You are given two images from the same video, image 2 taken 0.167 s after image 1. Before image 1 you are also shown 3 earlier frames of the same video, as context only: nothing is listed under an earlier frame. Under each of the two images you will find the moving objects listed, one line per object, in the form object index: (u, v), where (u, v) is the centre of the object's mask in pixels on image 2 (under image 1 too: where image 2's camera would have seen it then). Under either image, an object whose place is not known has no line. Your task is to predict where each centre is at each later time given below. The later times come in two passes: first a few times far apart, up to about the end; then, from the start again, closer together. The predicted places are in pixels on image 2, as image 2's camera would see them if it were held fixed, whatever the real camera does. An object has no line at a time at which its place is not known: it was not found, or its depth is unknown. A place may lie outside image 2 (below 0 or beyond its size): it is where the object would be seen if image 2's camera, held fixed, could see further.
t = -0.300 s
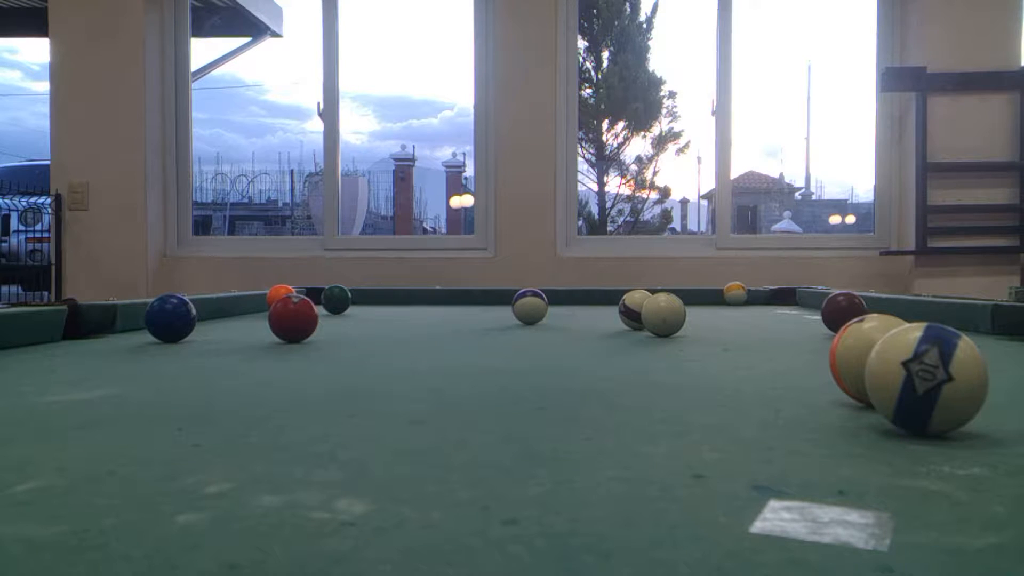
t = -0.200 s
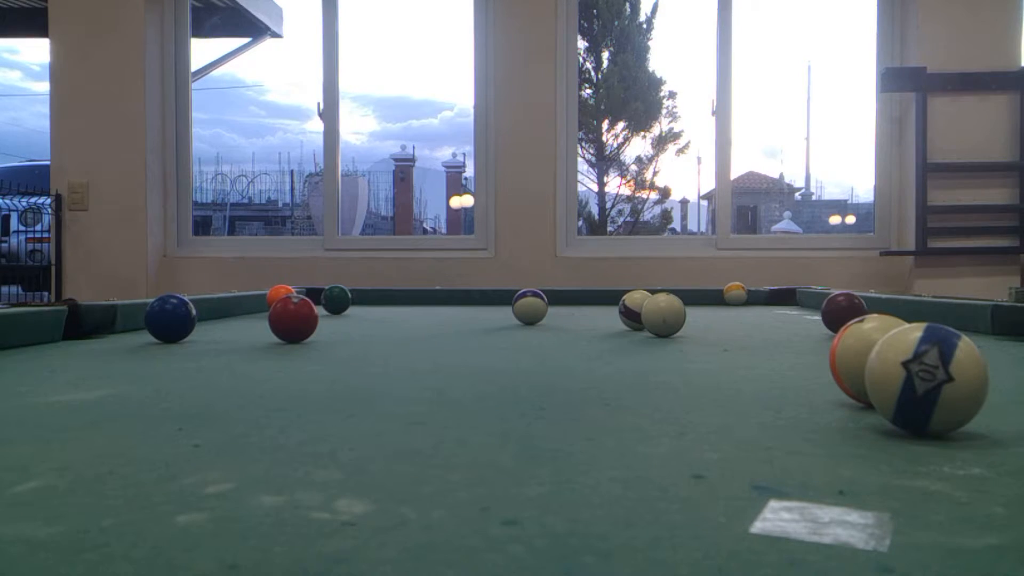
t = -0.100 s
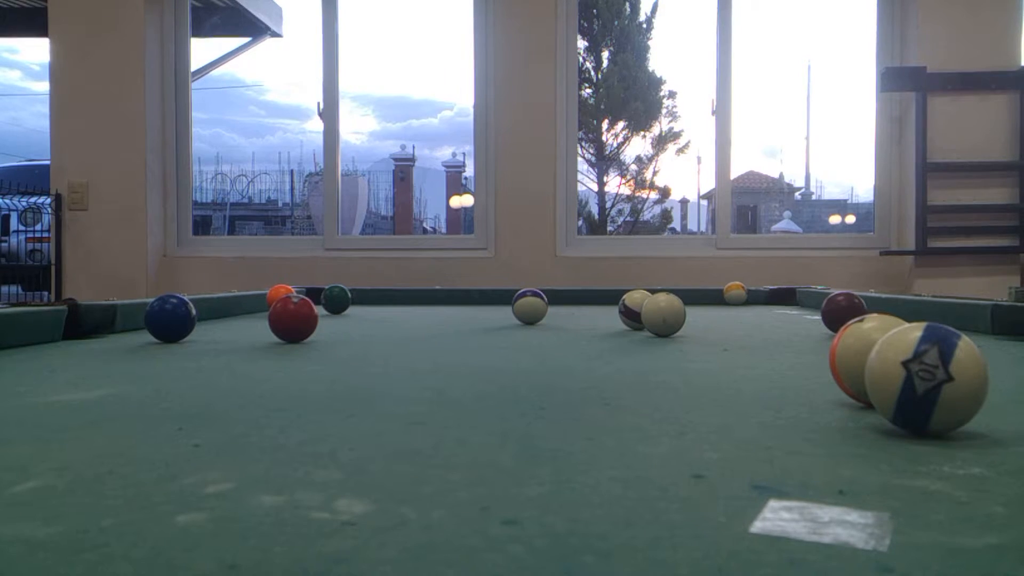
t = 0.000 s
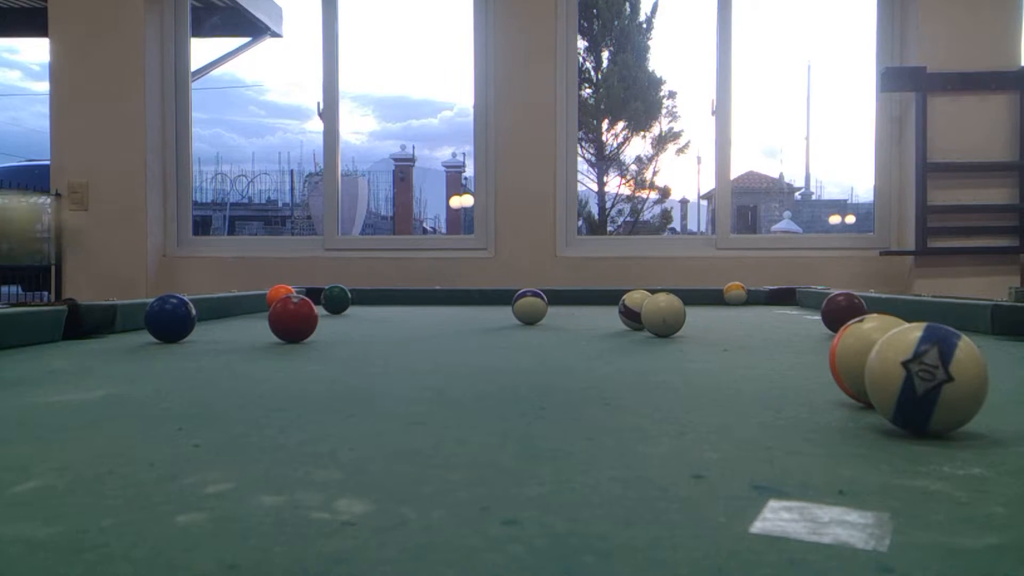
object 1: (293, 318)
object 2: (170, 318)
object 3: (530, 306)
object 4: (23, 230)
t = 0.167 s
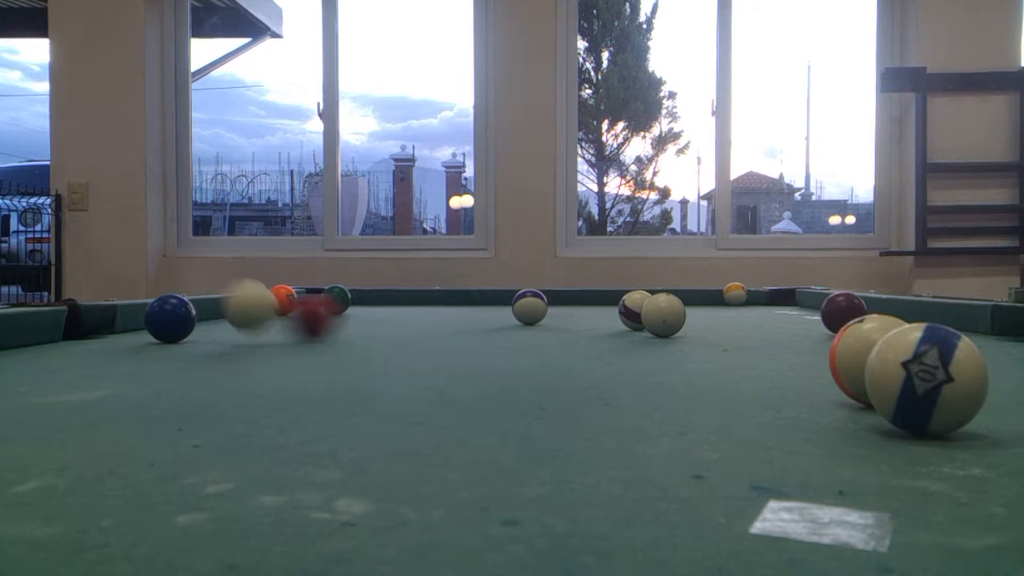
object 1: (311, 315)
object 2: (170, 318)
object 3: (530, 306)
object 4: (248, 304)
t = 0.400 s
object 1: (477, 306)
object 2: (121, 317)
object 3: (530, 306)
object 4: (250, 316)
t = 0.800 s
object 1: (494, 301)
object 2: (153, 314)
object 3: (679, 296)
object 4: (331, 312)
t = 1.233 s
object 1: (497, 296)
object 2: (216, 312)
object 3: (807, 302)
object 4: (397, 309)
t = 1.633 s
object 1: (497, 294)
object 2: (258, 310)
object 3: (811, 300)
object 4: (444, 307)
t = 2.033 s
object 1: (496, 290)
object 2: (287, 309)
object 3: (750, 300)
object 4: (482, 305)
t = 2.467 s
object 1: (484, 297)
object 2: (309, 307)
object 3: (694, 299)
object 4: (515, 304)
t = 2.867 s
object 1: (478, 299)
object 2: (322, 307)
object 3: (654, 290)
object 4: (538, 303)
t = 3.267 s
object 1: (473, 300)
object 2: (326, 307)
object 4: (554, 302)
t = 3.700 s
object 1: (470, 301)
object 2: (325, 307)
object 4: (562, 302)
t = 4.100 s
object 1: (468, 302)
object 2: (325, 307)
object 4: (564, 302)
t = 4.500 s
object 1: (466, 303)
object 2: (325, 307)
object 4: (564, 302)
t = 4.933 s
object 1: (466, 303)
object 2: (325, 307)
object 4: (564, 302)
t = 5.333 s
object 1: (467, 304)
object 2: (325, 307)
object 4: (564, 302)
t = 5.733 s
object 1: (467, 304)
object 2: (325, 307)
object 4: (564, 302)
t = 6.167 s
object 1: (467, 304)
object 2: (325, 307)
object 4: (564, 302)
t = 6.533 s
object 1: (467, 304)
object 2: (325, 307)
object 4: (564, 302)
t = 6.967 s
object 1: (467, 304)
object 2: (325, 307)
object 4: (564, 302)
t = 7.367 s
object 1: (467, 304)
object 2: (325, 307)
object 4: (564, 302)
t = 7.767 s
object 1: (467, 304)
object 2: (325, 307)
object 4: (564, 302)
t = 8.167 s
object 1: (467, 304)
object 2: (325, 307)
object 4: (564, 302)
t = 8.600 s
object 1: (467, 304)
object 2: (325, 307)
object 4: (564, 302)
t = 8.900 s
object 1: (467, 304)
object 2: (325, 307)
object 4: (564, 302)
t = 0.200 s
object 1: (346, 313)
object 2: (170, 318)
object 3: (530, 306)
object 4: (238, 296)
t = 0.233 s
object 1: (373, 311)
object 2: (170, 318)
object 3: (530, 306)
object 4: (227, 297)
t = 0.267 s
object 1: (398, 310)
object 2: (169, 318)
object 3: (530, 306)
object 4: (218, 305)
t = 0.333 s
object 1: (440, 308)
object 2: (143, 317)
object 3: (530, 306)
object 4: (234, 314)
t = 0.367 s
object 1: (459, 307)
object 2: (133, 317)
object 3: (530, 306)
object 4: (242, 316)
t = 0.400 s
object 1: (477, 306)
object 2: (121, 317)
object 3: (530, 306)
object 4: (250, 316)
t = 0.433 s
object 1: (493, 307)
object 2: (108, 317)
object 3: (530, 307)
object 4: (258, 316)
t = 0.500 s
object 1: (490, 306)
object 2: (97, 317)
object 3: (562, 306)
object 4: (273, 315)
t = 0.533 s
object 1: (490, 305)
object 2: (103, 316)
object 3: (575, 305)
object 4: (280, 315)
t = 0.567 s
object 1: (491, 304)
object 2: (109, 316)
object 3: (588, 304)
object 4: (287, 314)
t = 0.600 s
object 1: (491, 304)
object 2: (116, 316)
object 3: (600, 304)
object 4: (294, 314)
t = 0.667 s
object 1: (492, 303)
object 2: (129, 316)
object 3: (614, 301)
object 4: (307, 313)
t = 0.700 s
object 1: (493, 302)
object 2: (135, 315)
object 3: (629, 291)
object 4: (314, 313)
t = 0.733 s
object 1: (493, 302)
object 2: (141, 315)
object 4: (320, 313)
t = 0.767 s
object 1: (493, 301)
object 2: (147, 315)
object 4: (325, 312)
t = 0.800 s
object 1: (494, 301)
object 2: (153, 314)
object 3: (679, 296)
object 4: (331, 312)
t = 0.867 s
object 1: (495, 300)
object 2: (164, 314)
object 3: (697, 303)
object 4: (343, 311)
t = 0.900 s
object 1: (495, 299)
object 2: (170, 314)
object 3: (705, 304)
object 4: (348, 311)
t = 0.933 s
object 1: (495, 299)
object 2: (174, 313)
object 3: (717, 303)
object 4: (354, 311)
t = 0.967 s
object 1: (495, 298)
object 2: (180, 313)
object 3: (727, 303)
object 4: (359, 311)
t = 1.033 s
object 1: (496, 298)
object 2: (190, 313)
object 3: (748, 304)
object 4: (369, 310)
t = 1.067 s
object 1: (496, 297)
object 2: (194, 312)
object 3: (758, 303)
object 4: (374, 310)
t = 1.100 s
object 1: (497, 297)
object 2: (199, 312)
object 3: (768, 302)
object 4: (379, 310)
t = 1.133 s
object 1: (497, 296)
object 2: (204, 312)
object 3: (778, 302)
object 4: (383, 309)
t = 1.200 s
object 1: (497, 296)
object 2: (212, 312)
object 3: (798, 303)
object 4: (393, 309)
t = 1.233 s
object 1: (497, 296)
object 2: (216, 312)
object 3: (807, 302)
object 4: (397, 309)
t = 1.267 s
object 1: (498, 295)
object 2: (221, 312)
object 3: (813, 300)
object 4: (401, 309)
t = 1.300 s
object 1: (498, 295)
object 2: (224, 311)
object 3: (819, 299)
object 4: (406, 309)
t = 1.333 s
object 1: (498, 295)
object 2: (228, 311)
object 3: (828, 296)
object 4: (410, 308)
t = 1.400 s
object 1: (499, 294)
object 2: (235, 311)
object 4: (418, 307)
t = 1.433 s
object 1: (499, 294)
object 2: (239, 310)
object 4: (422, 307)
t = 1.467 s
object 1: (499, 294)
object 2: (242, 310)
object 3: (842, 289)
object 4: (426, 307)
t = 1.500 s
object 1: (499, 294)
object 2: (246, 310)
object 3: (830, 294)
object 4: (430, 307)
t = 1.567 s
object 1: (498, 294)
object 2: (252, 310)
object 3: (820, 298)
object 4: (437, 307)
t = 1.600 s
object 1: (498, 294)
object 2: (255, 310)
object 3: (816, 299)
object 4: (441, 306)
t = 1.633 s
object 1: (497, 294)
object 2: (258, 310)
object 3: (811, 300)
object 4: (444, 307)
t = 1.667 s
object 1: (497, 294)
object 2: (261, 309)
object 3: (807, 301)
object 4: (448, 306)
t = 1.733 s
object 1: (496, 294)
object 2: (267, 309)
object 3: (796, 301)
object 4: (455, 306)
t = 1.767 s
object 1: (495, 294)
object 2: (269, 309)
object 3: (791, 301)
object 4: (458, 306)
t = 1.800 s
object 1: (495, 294)
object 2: (272, 309)
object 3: (785, 301)
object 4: (461, 306)
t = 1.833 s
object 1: (494, 294)
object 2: (274, 309)
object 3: (779, 301)
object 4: (464, 306)
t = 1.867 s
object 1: (494, 294)
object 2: (277, 309)
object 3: (775, 300)
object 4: (467, 305)
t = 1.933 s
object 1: (495, 293)
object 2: (281, 309)
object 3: (764, 300)
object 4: (474, 305)
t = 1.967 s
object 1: (496, 292)
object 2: (283, 308)
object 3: (759, 300)
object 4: (477, 305)
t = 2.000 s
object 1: (496, 291)
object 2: (285, 308)
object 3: (754, 300)
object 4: (479, 305)
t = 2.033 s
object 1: (496, 290)
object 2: (287, 309)
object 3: (750, 300)
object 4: (482, 305)
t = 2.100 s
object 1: (493, 287)
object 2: (291, 308)
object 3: (740, 300)
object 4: (488, 305)
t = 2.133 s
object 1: (490, 286)
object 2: (293, 308)
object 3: (735, 300)
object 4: (491, 304)
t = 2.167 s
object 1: (486, 287)
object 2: (295, 308)
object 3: (731, 300)
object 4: (493, 305)
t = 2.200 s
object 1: (484, 288)
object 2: (297, 308)
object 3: (727, 300)
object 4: (496, 304)
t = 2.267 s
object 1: (482, 294)
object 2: (300, 308)
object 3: (718, 300)
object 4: (501, 304)
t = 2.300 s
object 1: (483, 295)
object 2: (302, 308)
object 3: (713, 300)
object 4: (504, 304)
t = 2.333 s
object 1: (483, 296)
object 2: (304, 307)
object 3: (709, 299)
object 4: (506, 304)
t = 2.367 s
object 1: (483, 296)
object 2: (305, 308)
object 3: (705, 299)
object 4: (508, 304)
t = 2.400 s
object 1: (484, 297)
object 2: (307, 308)
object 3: (701, 300)
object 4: (511, 304)
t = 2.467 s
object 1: (484, 297)
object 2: (309, 307)
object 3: (694, 299)
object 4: (515, 304)
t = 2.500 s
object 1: (483, 297)
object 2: (311, 307)
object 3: (692, 298)
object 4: (517, 304)
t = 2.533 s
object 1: (482, 297)
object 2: (312, 307)
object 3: (689, 297)
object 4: (519, 303)
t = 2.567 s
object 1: (482, 298)
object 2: (313, 307)
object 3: (686, 296)
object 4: (522, 303)
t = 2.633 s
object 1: (481, 298)
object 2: (316, 307)
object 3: (679, 293)
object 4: (526, 303)
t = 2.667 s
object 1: (480, 298)
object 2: (317, 307)
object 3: (674, 291)
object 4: (528, 303)
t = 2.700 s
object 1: (480, 298)
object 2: (318, 307)
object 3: (670, 291)
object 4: (529, 303)
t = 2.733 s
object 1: (480, 298)
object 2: (319, 307)
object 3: (666, 290)
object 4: (531, 303)
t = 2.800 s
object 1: (479, 298)
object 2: (321, 307)
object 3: (659, 290)
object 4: (535, 303)
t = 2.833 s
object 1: (478, 298)
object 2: (322, 307)
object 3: (657, 290)
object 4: (536, 303)
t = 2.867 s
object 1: (478, 299)
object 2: (322, 307)
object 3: (654, 290)
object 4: (538, 303)
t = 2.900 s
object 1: (477, 299)
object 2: (323, 307)
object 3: (653, 289)
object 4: (540, 303)
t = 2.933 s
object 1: (477, 299)
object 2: (324, 307)
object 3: (650, 289)
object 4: (541, 303)
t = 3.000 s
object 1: (476, 299)
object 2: (325, 307)
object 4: (545, 303)
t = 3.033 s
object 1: (476, 299)
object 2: (326, 307)
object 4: (546, 303)
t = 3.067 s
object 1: (475, 299)
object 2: (326, 307)
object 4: (547, 303)
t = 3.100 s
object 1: (475, 299)
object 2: (326, 307)
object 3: (629, 290)
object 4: (549, 303)
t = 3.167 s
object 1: (474, 300)
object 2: (326, 307)
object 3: (622, 293)
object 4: (551, 303)
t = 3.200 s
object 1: (474, 300)
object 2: (326, 307)
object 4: (552, 303)
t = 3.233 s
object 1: (473, 300)
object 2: (326, 307)
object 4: (553, 303)
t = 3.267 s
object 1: (473, 300)
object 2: (326, 307)
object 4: (554, 302)
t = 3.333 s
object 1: (473, 300)
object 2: (326, 307)
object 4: (556, 302)
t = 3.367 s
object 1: (472, 300)
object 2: (326, 307)
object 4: (557, 302)
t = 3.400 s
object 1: (472, 300)
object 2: (326, 307)
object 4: (557, 302)
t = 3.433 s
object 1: (472, 301)
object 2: (326, 307)
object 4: (558, 303)
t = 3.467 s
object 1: (472, 301)
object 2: (326, 307)
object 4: (559, 302)
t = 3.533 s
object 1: (471, 301)
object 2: (326, 307)
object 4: (560, 302)
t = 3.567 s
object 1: (471, 301)
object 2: (326, 307)
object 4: (561, 302)
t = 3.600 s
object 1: (471, 301)
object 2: (325, 307)
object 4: (561, 302)
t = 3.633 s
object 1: (470, 301)
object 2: (325, 307)
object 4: (562, 302)
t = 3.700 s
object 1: (470, 301)
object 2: (325, 307)
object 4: (562, 302)
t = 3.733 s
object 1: (470, 301)
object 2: (325, 307)
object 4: (563, 302)
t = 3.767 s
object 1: (470, 301)
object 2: (325, 307)
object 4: (563, 302)
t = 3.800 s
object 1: (469, 302)
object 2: (325, 307)
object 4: (564, 302)
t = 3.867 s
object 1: (469, 302)
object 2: (325, 307)
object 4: (564, 302)
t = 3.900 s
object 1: (469, 302)
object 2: (325, 307)
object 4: (564, 302)
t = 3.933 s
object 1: (469, 302)
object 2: (325, 307)
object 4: (564, 302)
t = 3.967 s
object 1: (469, 302)
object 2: (325, 307)
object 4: (565, 302)
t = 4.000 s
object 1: (468, 302)
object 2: (325, 307)
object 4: (565, 302)
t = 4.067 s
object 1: (468, 302)
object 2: (325, 307)
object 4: (565, 302)
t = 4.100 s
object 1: (468, 302)
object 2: (325, 307)
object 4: (564, 302)
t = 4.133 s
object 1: (468, 302)
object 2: (325, 307)
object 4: (564, 302)
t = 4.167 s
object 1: (468, 302)
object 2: (325, 307)
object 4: (564, 302)
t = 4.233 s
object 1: (467, 303)
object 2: (325, 307)
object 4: (564, 302)
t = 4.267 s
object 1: (467, 303)
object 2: (325, 307)
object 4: (564, 302)
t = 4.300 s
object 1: (467, 303)
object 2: (325, 307)
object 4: (564, 302)
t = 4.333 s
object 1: (467, 303)
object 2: (325, 307)
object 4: (564, 302)
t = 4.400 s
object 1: (467, 303)
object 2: (325, 307)
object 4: (564, 302)
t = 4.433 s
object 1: (467, 303)
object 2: (325, 307)
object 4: (564, 302)
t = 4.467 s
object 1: (467, 303)
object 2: (325, 307)
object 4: (564, 302)
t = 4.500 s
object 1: (466, 303)
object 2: (325, 307)
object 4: (564, 302)
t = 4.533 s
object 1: (466, 303)
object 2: (325, 307)
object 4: (564, 302)
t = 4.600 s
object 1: (466, 303)
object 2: (325, 307)
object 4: (564, 302)
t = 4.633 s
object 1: (466, 303)
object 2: (325, 307)
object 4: (564, 302)
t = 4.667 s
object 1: (466, 303)
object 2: (325, 307)
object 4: (564, 302)
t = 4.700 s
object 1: (466, 303)
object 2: (325, 307)
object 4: (564, 302)
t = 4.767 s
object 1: (466, 303)
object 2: (325, 307)
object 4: (564, 302)
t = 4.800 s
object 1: (466, 303)
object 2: (325, 307)
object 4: (564, 302)
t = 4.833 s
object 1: (466, 303)
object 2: (325, 307)
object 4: (564, 302)
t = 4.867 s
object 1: (466, 303)
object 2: (325, 307)
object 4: (564, 302)
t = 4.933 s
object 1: (466, 303)
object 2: (325, 307)
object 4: (564, 302)
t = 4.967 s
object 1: (466, 303)
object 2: (325, 307)
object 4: (564, 302)
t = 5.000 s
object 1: (466, 304)
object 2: (325, 307)
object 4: (564, 302)
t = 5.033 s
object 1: (467, 303)
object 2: (325, 307)
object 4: (564, 302)
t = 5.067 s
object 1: (467, 303)
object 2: (325, 307)
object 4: (564, 302)
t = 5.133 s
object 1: (467, 304)
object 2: (325, 307)
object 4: (564, 302)
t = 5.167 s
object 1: (467, 303)
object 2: (325, 307)
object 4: (564, 302)
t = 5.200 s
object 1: (467, 303)
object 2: (325, 307)
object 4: (564, 302)
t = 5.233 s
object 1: (467, 304)
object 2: (325, 307)
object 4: (564, 302)
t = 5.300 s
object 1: (467, 304)
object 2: (325, 307)
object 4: (564, 302)
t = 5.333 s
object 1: (467, 304)
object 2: (325, 307)
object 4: (564, 302)
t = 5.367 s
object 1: (467, 304)
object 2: (325, 307)
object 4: (564, 302)
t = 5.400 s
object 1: (467, 303)
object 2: (325, 307)
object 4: (564, 302)
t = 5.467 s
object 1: (467, 304)
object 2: (325, 307)
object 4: (564, 302)
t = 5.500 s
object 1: (467, 304)
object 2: (325, 307)
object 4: (564, 302)
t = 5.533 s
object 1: (467, 304)
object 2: (325, 307)
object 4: (564, 302)
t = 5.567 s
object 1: (467, 303)
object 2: (325, 307)
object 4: (564, 302)
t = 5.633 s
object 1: (467, 303)
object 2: (325, 307)
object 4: (564, 302)
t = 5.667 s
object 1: (467, 304)
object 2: (325, 307)
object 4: (564, 302)
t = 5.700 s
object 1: (467, 304)
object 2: (325, 307)
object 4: (564, 302)
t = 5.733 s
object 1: (467, 304)
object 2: (325, 307)
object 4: (564, 302)
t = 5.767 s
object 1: (467, 304)
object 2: (325, 307)
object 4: (564, 302)
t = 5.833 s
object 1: (467, 304)
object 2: (325, 307)
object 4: (564, 302)
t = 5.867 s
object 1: (467, 304)
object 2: (325, 307)
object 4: (564, 302)
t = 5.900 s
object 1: (467, 304)
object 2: (325, 307)
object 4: (564, 302)
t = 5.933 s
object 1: (467, 304)
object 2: (325, 307)
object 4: (564, 302)
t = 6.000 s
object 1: (467, 304)
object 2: (325, 307)
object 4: (564, 302)
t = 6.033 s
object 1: (467, 304)
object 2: (325, 307)
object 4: (564, 302)
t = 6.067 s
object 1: (467, 304)
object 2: (325, 307)
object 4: (564, 302)
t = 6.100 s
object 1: (467, 304)
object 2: (325, 307)
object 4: (564, 302)
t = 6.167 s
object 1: (467, 304)
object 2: (325, 307)
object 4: (564, 302)
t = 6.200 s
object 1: (467, 304)
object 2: (325, 307)
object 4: (564, 302)
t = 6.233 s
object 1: (467, 304)
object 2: (325, 307)
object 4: (564, 302)
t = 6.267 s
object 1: (467, 304)
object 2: (325, 307)
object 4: (564, 302)
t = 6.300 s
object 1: (467, 304)
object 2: (325, 307)
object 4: (564, 302)
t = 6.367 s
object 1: (467, 304)
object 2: (325, 307)
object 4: (564, 302)
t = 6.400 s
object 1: (467, 304)
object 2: (325, 307)
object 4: (564, 302)
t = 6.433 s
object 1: (467, 304)
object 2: (325, 307)
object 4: (564, 302)
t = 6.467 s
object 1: (467, 304)
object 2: (325, 307)
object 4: (564, 302)
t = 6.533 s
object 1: (467, 304)
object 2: (325, 307)
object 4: (564, 302)
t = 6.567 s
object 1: (467, 304)
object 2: (325, 307)
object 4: (564, 302)
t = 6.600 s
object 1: (467, 303)
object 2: (325, 307)
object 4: (564, 302)
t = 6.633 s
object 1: (467, 303)
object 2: (325, 307)
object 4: (564, 302)
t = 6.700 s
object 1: (467, 304)
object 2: (325, 307)
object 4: (564, 302)
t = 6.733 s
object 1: (467, 304)
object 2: (325, 307)
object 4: (564, 302)
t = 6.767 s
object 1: (467, 304)
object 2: (325, 307)
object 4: (564, 302)
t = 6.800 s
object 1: (467, 304)
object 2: (325, 307)
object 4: (564, 302)
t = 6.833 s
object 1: (467, 304)
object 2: (325, 307)
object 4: (564, 302)
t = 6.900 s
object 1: (467, 304)
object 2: (325, 307)
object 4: (564, 302)
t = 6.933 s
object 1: (467, 304)
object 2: (325, 307)
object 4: (564, 302)
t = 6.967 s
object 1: (467, 304)
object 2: (325, 307)
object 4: (564, 302)
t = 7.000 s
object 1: (467, 304)
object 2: (325, 307)
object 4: (564, 302)
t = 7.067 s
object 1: (467, 304)
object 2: (325, 307)
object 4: (564, 302)
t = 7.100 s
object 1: (467, 304)
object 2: (325, 307)
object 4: (564, 302)
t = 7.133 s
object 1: (467, 304)
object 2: (325, 307)
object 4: (564, 302)
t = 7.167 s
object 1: (467, 304)
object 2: (325, 307)
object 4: (564, 302)
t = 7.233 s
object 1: (467, 304)
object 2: (325, 307)
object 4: (564, 302)
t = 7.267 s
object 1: (467, 304)
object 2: (325, 307)
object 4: (564, 302)
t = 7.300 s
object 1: (467, 304)
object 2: (325, 307)
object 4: (564, 302)
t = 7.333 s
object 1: (467, 304)
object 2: (325, 307)
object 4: (564, 302)
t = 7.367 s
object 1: (467, 304)
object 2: (325, 307)
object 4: (564, 302)
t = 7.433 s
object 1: (467, 304)
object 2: (325, 307)
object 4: (564, 302)
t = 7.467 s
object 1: (467, 304)
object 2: (325, 307)
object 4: (564, 302)
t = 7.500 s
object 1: (467, 304)
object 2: (325, 307)
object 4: (564, 302)
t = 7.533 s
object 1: (467, 304)
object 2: (325, 307)
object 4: (564, 302)
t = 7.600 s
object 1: (467, 304)
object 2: (325, 307)
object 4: (564, 302)
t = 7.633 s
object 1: (467, 304)
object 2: (325, 307)
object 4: (564, 302)
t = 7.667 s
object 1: (467, 304)
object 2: (325, 307)
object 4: (564, 302)
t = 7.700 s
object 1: (467, 304)
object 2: (325, 307)
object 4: (564, 302)
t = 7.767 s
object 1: (467, 304)
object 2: (325, 307)
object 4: (564, 302)
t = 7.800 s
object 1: (467, 303)
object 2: (325, 307)
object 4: (564, 302)
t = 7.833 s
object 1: (467, 304)
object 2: (325, 307)
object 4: (564, 302)
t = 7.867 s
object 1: (467, 303)
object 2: (325, 307)
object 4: (564, 302)
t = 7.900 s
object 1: (467, 304)
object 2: (325, 307)
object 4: (564, 302)
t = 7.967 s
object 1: (467, 304)
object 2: (325, 307)
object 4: (564, 302)
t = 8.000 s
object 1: (467, 304)
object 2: (325, 307)
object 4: (564, 302)
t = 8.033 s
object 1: (467, 304)
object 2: (325, 307)
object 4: (564, 302)
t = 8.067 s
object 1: (467, 304)
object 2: (325, 307)
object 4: (564, 302)
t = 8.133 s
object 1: (467, 304)
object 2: (325, 307)
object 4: (564, 302)
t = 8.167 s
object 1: (467, 304)
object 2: (325, 307)
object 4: (564, 302)
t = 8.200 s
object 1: (467, 304)
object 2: (325, 307)
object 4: (564, 302)
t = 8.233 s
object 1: (467, 304)
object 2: (325, 307)
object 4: (564, 302)
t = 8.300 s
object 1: (467, 304)
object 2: (325, 307)
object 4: (564, 302)
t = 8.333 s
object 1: (467, 304)
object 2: (325, 307)
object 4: (564, 302)
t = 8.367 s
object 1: (467, 304)
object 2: (325, 307)
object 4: (564, 302)
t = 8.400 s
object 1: (467, 304)
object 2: (325, 307)
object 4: (564, 302)
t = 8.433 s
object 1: (467, 304)
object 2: (325, 307)
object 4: (564, 302)
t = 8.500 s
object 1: (467, 304)
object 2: (325, 307)
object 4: (564, 302)
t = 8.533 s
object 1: (467, 304)
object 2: (325, 307)
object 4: (564, 302)
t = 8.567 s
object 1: (467, 304)
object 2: (325, 307)
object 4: (564, 302)
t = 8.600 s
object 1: (467, 304)
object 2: (325, 307)
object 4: (564, 302)
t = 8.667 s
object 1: (467, 304)
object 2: (325, 307)
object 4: (564, 302)
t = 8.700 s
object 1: (467, 304)
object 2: (325, 307)
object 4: (564, 302)
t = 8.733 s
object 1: (467, 304)
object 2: (325, 307)
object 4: (564, 302)
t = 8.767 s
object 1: (467, 304)
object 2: (325, 307)
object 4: (564, 302)
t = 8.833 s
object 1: (467, 304)
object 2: (325, 307)
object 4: (564, 302)
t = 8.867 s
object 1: (467, 304)
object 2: (325, 307)
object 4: (564, 302)
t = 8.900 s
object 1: (467, 304)
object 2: (325, 307)
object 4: (564, 302)
